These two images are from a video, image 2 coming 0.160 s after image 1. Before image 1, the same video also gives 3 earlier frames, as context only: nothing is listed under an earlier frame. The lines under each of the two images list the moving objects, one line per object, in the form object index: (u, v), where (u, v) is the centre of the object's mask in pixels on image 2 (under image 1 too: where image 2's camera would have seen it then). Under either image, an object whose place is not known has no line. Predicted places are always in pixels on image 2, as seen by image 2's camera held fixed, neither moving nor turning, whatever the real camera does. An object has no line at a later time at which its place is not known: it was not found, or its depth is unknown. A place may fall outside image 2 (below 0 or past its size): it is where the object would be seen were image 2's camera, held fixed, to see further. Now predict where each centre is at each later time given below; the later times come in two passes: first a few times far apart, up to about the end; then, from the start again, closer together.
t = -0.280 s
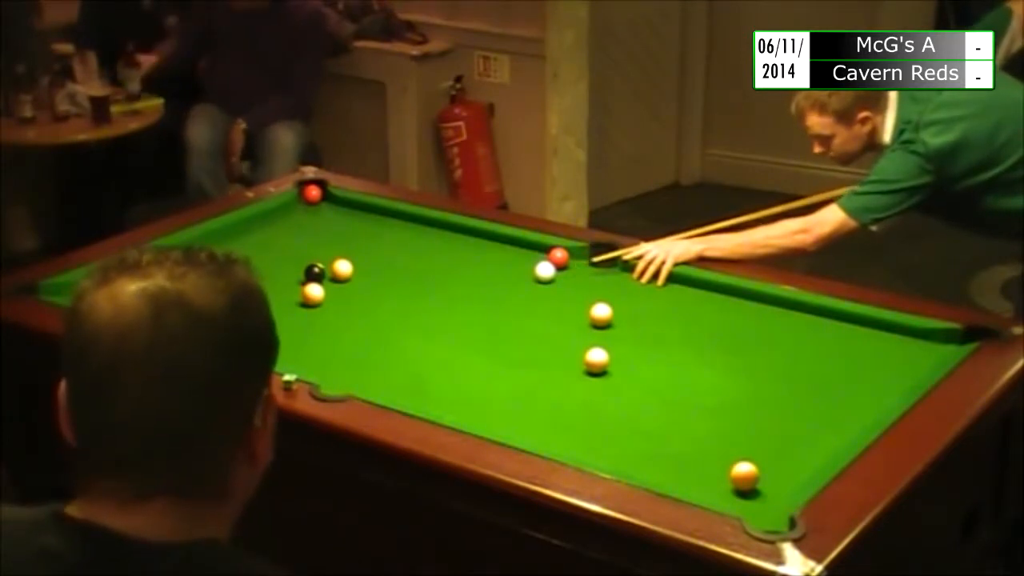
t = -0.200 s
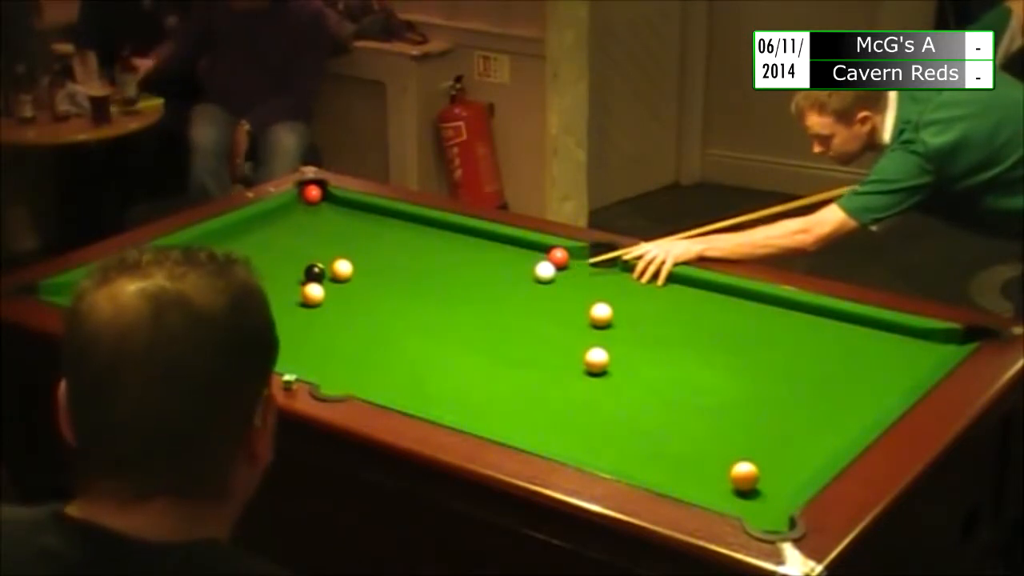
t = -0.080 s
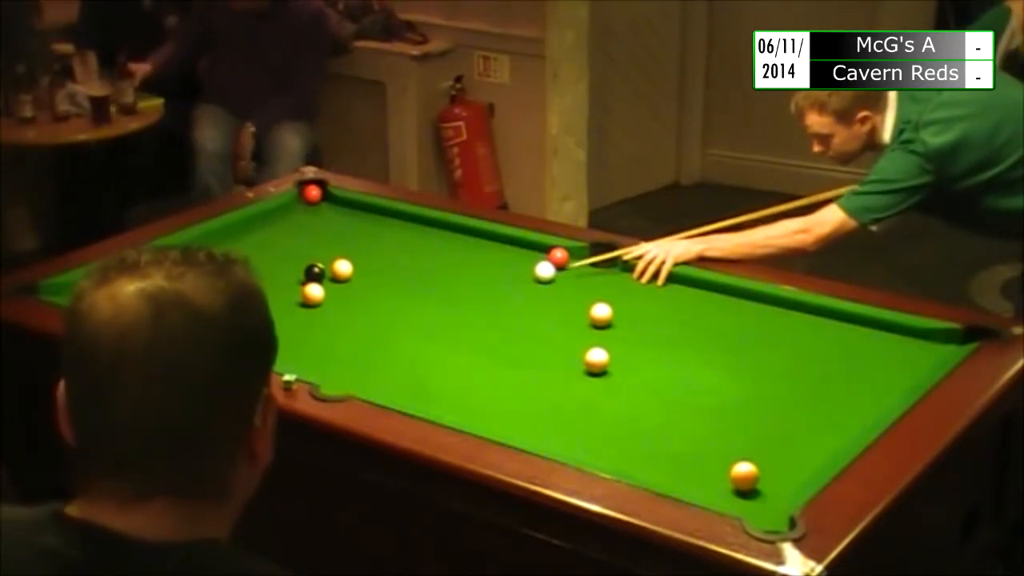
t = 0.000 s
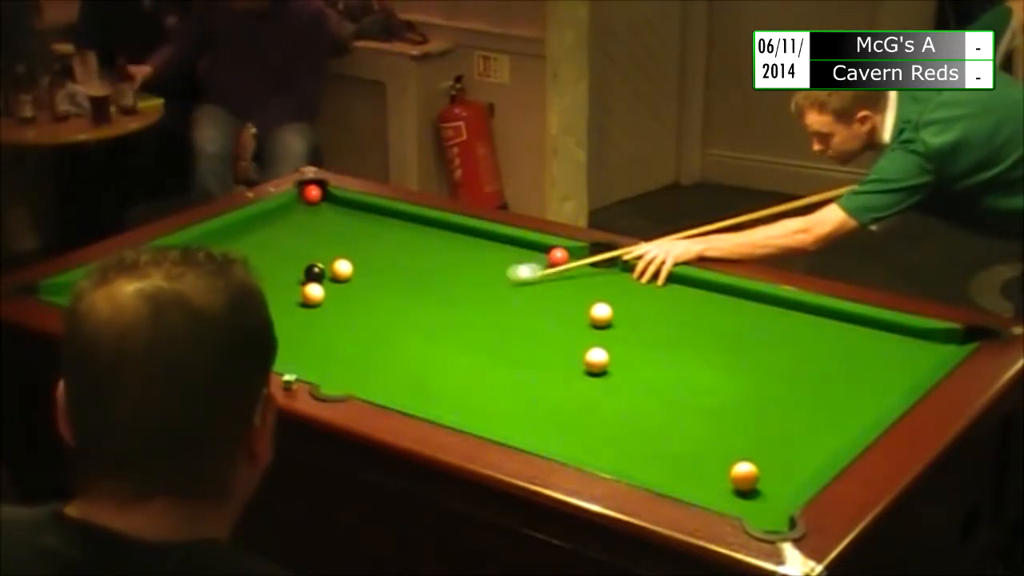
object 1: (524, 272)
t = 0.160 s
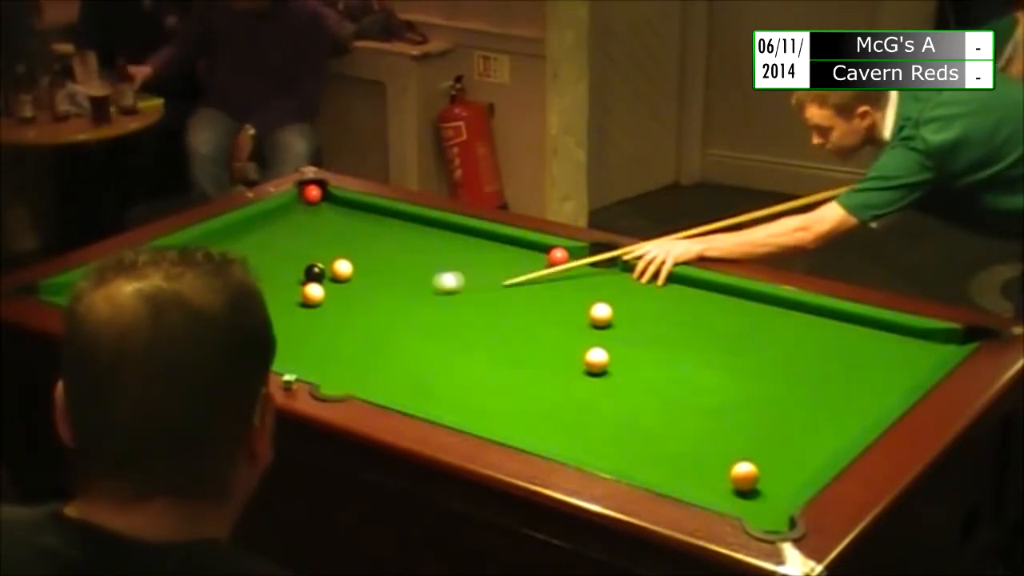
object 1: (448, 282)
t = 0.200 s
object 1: (431, 284)
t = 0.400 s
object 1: (347, 294)
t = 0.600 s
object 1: (319, 306)
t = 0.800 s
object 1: (299, 318)
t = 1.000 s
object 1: (281, 328)
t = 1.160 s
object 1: (274, 335)
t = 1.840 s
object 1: (273, 339)
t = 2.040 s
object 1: (278, 337)
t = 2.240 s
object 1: (283, 335)
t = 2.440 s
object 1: (286, 333)
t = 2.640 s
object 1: (288, 333)
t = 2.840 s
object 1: (288, 332)
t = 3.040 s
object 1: (288, 332)
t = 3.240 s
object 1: (288, 332)
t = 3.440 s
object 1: (288, 332)
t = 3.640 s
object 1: (289, 332)
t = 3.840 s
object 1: (289, 332)
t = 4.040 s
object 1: (289, 332)
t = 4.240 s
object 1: (288, 332)
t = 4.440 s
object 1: (289, 332)
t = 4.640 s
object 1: (291, 331)
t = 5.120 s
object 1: (289, 329)
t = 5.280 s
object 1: (288, 332)
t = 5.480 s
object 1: (288, 332)
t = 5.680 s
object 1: (288, 332)
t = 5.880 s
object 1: (288, 332)
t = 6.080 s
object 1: (289, 332)
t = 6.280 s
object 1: (288, 332)
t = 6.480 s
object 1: (289, 332)
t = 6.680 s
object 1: (289, 332)
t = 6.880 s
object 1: (288, 332)
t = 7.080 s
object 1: (288, 332)
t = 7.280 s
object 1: (289, 332)
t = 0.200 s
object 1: (431, 284)
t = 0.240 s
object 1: (414, 286)
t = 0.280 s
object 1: (397, 288)
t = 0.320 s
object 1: (380, 290)
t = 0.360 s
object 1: (363, 292)
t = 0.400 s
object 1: (347, 294)
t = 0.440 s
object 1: (333, 296)
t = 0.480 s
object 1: (331, 299)
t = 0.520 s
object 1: (328, 301)
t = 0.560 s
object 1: (323, 304)
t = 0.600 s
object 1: (319, 306)
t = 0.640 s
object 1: (315, 309)
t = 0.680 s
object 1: (311, 311)
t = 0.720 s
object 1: (307, 313)
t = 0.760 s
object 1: (303, 315)
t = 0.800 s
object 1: (299, 318)
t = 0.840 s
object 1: (295, 320)
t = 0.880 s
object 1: (292, 322)
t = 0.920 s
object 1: (287, 325)
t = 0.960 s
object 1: (284, 326)
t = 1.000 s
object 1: (281, 328)
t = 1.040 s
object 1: (279, 330)
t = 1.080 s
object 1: (277, 332)
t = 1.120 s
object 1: (275, 333)
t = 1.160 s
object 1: (274, 335)
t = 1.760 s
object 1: (272, 343)
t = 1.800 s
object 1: (273, 340)
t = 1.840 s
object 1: (273, 339)
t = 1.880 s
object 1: (274, 339)
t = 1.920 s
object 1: (275, 338)
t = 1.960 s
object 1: (276, 338)
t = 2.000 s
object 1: (277, 337)
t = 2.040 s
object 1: (278, 337)
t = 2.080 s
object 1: (280, 337)
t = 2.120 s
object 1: (281, 336)
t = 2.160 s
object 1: (281, 336)
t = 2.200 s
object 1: (283, 335)
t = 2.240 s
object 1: (283, 335)
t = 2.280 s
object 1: (284, 335)
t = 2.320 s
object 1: (285, 334)
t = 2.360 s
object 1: (285, 334)
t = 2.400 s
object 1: (286, 334)
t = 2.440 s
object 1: (286, 333)
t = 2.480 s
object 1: (287, 333)
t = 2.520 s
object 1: (287, 333)
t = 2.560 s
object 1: (287, 333)
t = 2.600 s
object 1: (288, 333)
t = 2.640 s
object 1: (288, 333)
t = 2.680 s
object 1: (288, 332)
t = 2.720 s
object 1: (288, 332)
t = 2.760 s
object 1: (288, 332)
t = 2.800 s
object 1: (288, 332)
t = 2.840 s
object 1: (288, 332)
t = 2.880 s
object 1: (288, 332)
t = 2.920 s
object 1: (287, 332)
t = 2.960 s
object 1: (288, 332)
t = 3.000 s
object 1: (288, 332)
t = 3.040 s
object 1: (288, 332)
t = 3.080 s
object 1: (288, 332)
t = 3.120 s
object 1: (288, 332)
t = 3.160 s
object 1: (288, 332)
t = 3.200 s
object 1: (288, 332)
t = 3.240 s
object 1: (288, 332)
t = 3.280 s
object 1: (288, 332)
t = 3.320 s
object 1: (288, 332)
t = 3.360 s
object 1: (289, 332)
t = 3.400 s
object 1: (288, 332)
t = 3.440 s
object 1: (288, 332)
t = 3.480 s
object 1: (289, 332)
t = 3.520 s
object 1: (289, 332)
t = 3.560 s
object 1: (289, 332)
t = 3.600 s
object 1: (289, 332)
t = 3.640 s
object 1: (289, 332)
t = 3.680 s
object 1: (289, 332)
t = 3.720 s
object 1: (289, 332)
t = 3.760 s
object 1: (289, 332)
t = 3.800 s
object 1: (289, 332)
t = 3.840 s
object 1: (289, 332)
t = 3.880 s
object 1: (289, 332)
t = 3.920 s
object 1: (289, 332)
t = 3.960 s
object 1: (289, 332)
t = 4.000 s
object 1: (289, 332)
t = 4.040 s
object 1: (289, 332)
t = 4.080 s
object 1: (289, 332)
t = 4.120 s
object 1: (289, 332)
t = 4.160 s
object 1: (288, 332)
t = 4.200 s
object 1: (288, 332)
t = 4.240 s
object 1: (288, 332)
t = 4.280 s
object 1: (288, 332)
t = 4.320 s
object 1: (288, 332)
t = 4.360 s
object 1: (288, 332)
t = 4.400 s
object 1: (289, 332)
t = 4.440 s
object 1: (289, 332)
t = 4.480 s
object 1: (289, 332)
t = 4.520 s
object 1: (289, 332)
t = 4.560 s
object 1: (289, 332)
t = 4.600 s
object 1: (290, 332)
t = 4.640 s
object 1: (291, 331)
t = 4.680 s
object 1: (293, 330)
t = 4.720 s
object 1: (296, 329)
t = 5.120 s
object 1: (289, 329)
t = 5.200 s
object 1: (288, 332)
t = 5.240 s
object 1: (288, 332)
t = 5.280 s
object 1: (288, 332)
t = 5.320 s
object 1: (288, 332)
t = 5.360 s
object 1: (288, 332)
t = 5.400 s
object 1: (288, 332)
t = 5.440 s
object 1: (288, 332)
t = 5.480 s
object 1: (288, 332)
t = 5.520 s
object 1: (288, 332)
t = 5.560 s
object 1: (288, 332)
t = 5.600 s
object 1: (289, 332)
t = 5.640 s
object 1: (288, 332)
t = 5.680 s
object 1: (288, 332)
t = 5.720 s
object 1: (288, 332)
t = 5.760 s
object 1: (288, 332)
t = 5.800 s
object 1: (288, 332)
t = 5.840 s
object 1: (288, 332)
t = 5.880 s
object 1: (288, 332)
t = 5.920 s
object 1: (289, 332)
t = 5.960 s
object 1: (288, 332)
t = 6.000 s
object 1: (288, 332)
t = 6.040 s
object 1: (288, 332)
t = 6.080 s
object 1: (289, 332)
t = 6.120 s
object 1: (289, 332)
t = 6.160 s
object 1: (289, 332)
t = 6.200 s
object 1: (289, 332)
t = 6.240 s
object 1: (289, 332)
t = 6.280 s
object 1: (288, 332)
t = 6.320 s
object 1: (288, 332)
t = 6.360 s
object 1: (288, 332)
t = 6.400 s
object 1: (289, 332)
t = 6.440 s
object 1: (289, 332)
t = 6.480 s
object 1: (289, 332)
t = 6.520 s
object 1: (289, 332)
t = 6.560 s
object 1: (289, 332)
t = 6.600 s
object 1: (289, 332)
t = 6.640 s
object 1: (289, 332)
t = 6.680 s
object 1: (289, 332)
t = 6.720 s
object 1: (289, 332)
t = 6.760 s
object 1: (288, 332)
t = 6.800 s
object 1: (288, 332)
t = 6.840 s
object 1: (288, 332)
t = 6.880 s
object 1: (288, 332)
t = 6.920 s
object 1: (288, 332)
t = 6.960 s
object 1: (288, 332)
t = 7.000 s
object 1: (288, 332)
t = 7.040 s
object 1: (288, 332)
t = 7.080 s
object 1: (288, 332)
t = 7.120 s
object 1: (288, 332)
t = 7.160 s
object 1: (288, 332)
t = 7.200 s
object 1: (289, 332)
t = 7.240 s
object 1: (289, 332)
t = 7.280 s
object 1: (289, 332)
